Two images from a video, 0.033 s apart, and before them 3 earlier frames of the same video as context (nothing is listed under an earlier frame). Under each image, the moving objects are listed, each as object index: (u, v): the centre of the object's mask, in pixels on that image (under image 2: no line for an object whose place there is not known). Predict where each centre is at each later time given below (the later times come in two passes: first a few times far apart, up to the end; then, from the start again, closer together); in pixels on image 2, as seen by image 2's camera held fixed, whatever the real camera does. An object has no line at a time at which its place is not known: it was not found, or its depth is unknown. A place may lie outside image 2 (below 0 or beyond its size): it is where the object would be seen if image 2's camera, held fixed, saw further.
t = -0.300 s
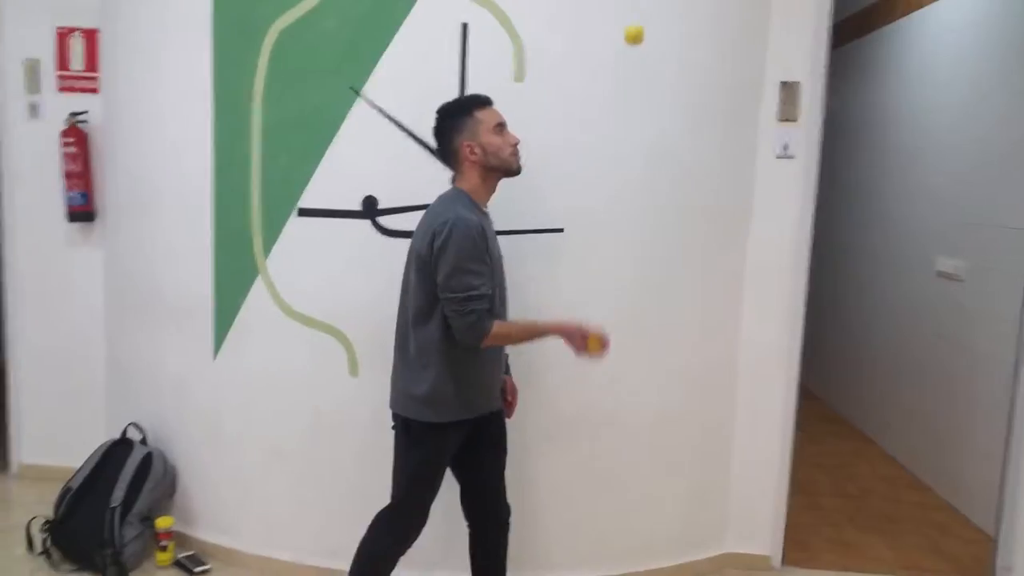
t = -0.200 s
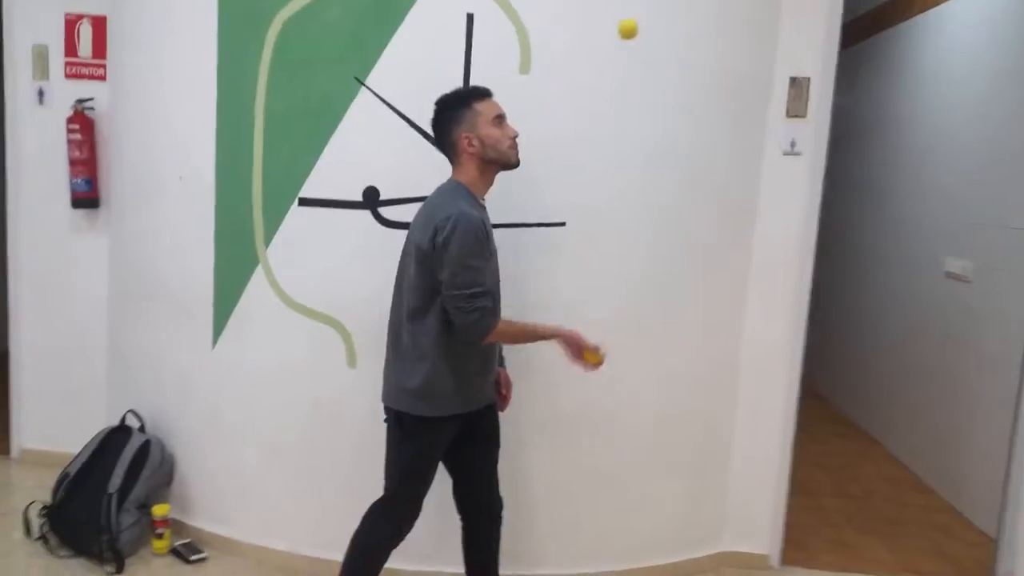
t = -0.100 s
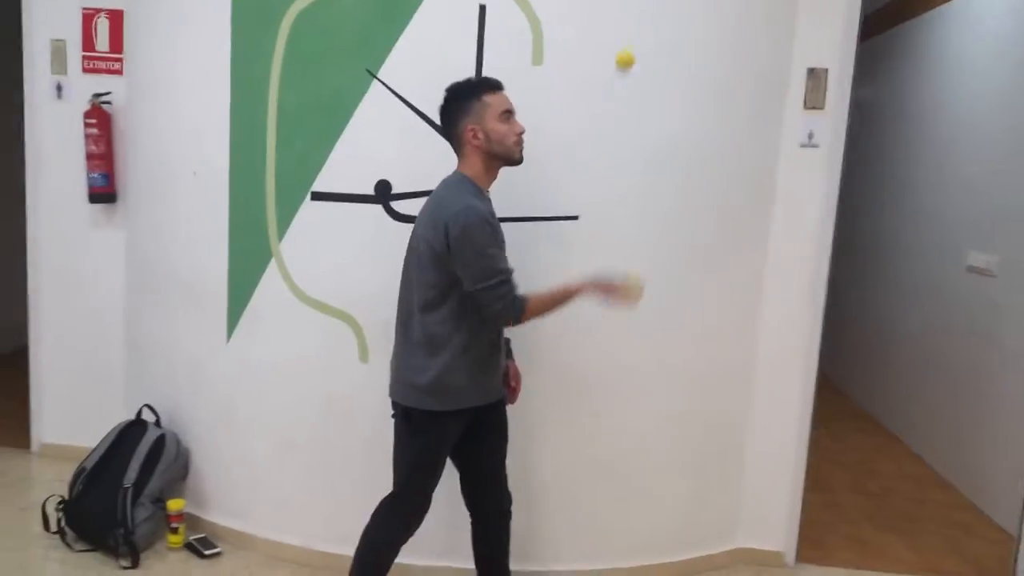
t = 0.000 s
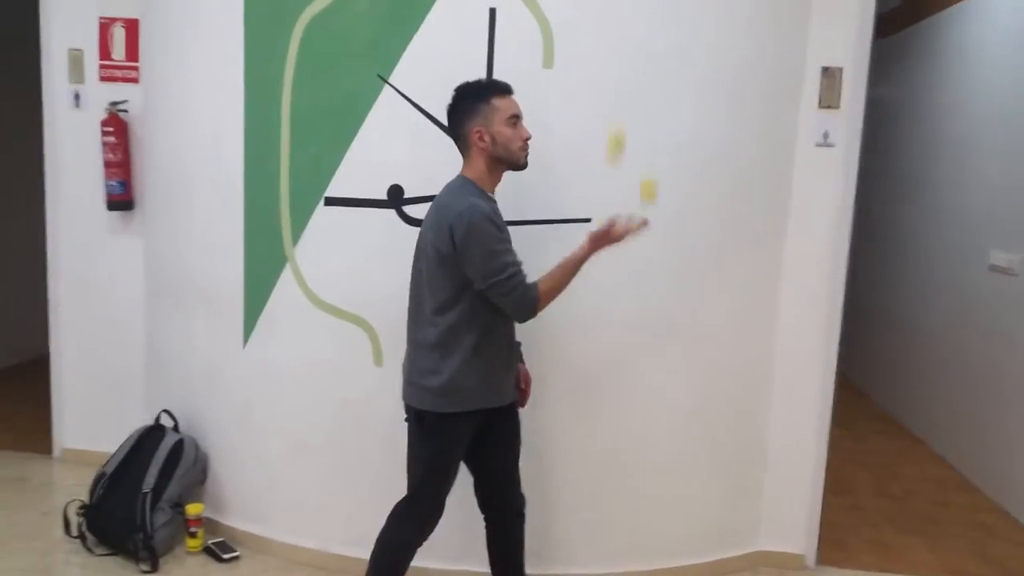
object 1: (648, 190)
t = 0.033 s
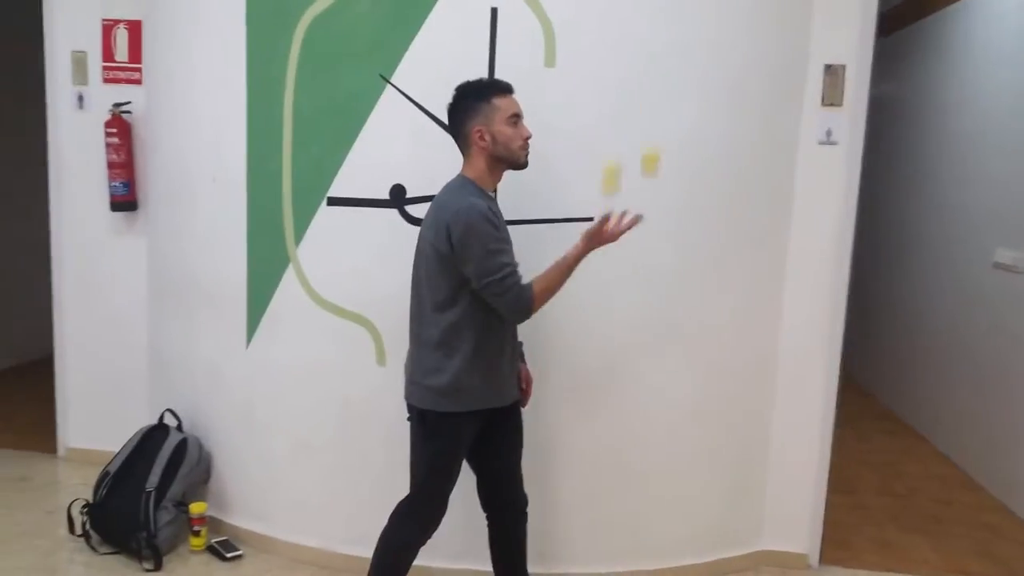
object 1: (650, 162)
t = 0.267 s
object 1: (639, 60)
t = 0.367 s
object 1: (630, 76)
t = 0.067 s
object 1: (651, 136)
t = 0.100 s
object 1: (649, 114)
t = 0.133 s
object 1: (647, 94)
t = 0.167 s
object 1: (646, 81)
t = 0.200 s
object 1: (644, 70)
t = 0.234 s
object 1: (642, 63)
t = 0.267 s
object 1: (639, 60)
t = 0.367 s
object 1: (630, 76)
